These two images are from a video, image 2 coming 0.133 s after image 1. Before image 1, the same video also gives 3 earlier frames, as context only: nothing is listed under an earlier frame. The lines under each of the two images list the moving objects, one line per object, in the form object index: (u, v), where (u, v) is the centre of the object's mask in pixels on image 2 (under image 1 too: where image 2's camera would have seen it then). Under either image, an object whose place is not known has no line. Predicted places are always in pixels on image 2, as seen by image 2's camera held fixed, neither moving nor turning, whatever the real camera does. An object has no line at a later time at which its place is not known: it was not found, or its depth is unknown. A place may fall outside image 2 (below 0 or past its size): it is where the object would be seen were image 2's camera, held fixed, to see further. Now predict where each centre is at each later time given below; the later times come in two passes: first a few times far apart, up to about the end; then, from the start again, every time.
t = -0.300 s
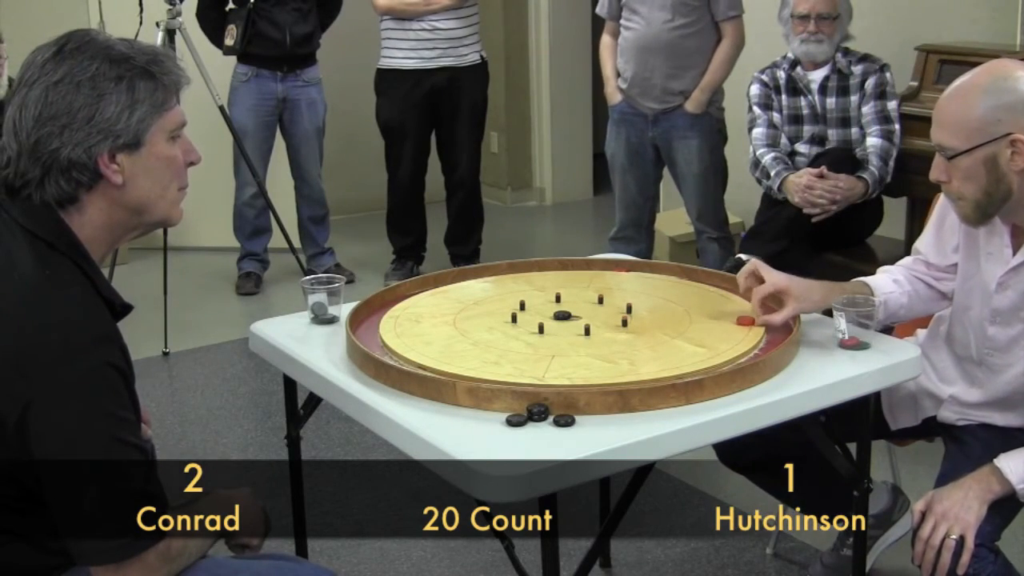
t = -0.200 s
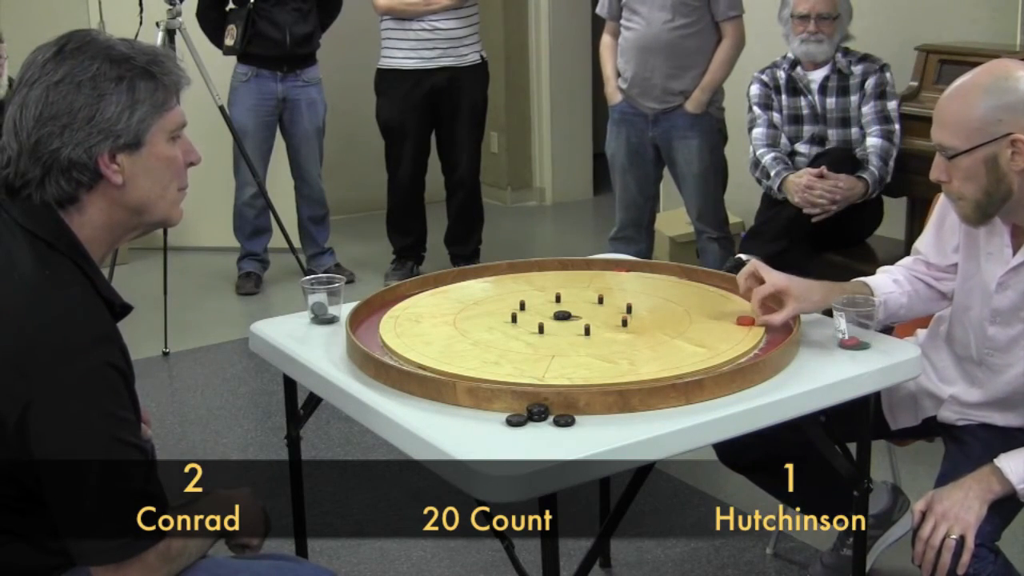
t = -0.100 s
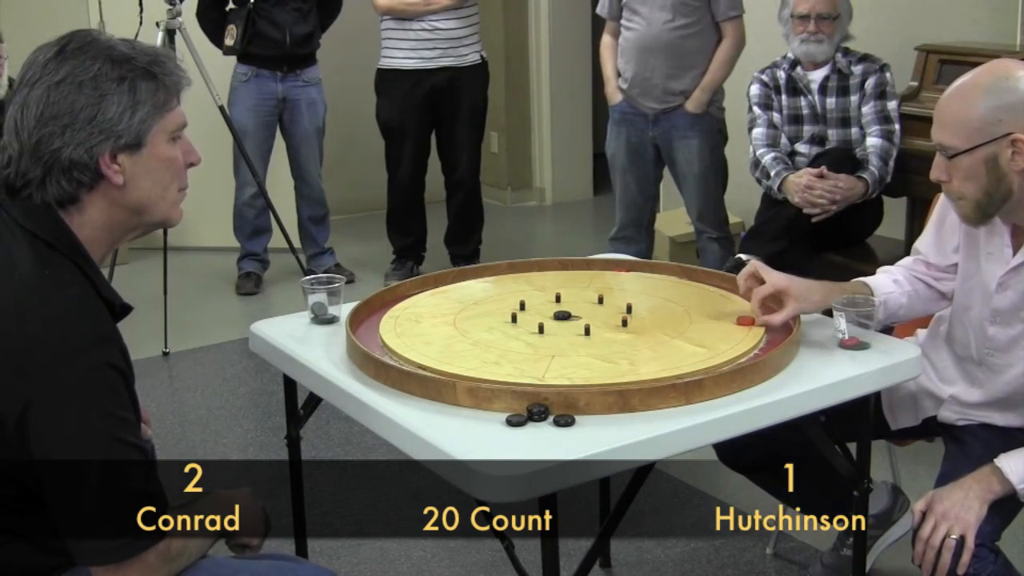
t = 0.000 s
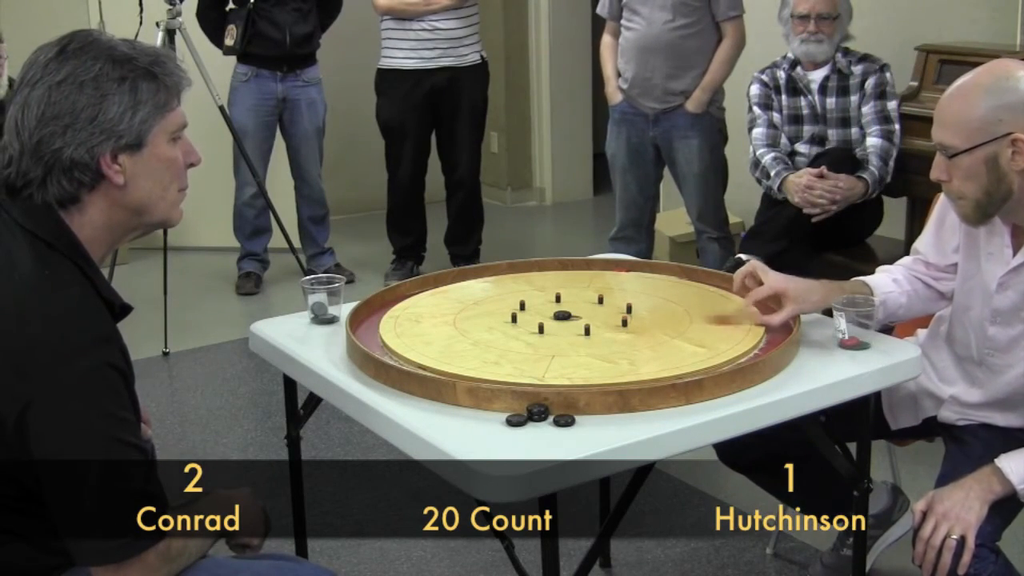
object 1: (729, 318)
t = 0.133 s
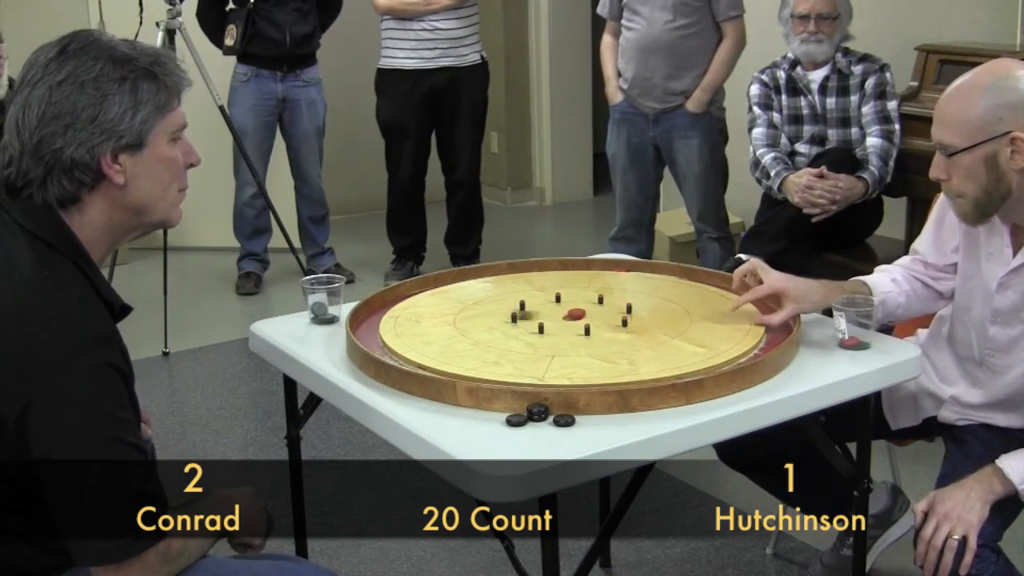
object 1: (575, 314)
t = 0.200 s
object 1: (570, 311)
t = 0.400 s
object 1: (565, 309)
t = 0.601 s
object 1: (565, 309)
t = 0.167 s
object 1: (572, 313)
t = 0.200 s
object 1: (570, 311)
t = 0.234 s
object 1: (568, 310)
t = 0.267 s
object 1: (566, 309)
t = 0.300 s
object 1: (565, 309)
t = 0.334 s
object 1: (565, 309)
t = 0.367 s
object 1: (565, 309)
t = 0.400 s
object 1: (565, 309)
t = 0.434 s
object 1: (565, 309)
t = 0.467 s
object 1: (565, 309)
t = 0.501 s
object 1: (565, 309)
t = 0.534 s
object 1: (565, 309)
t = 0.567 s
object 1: (565, 309)
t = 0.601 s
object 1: (565, 309)
